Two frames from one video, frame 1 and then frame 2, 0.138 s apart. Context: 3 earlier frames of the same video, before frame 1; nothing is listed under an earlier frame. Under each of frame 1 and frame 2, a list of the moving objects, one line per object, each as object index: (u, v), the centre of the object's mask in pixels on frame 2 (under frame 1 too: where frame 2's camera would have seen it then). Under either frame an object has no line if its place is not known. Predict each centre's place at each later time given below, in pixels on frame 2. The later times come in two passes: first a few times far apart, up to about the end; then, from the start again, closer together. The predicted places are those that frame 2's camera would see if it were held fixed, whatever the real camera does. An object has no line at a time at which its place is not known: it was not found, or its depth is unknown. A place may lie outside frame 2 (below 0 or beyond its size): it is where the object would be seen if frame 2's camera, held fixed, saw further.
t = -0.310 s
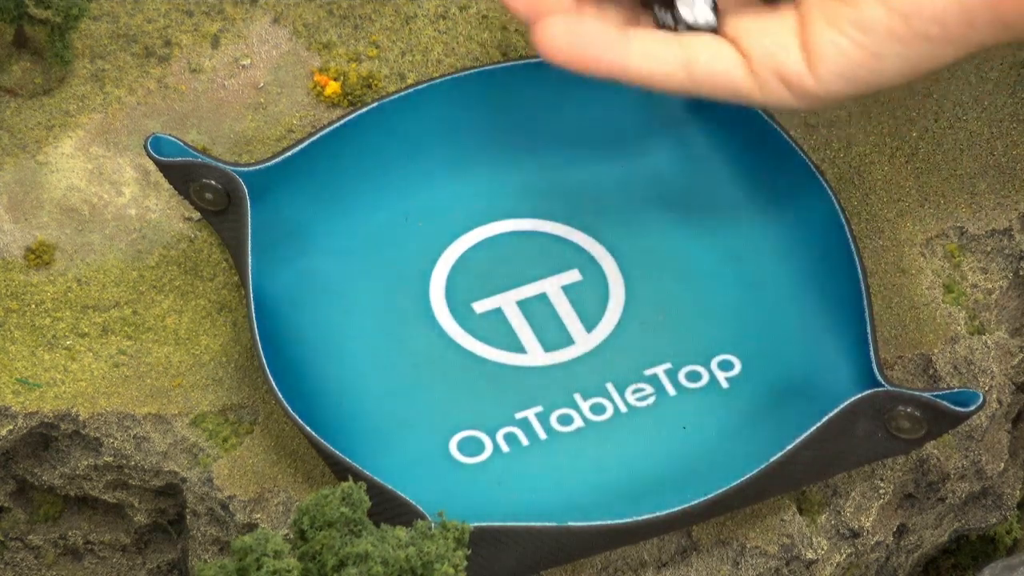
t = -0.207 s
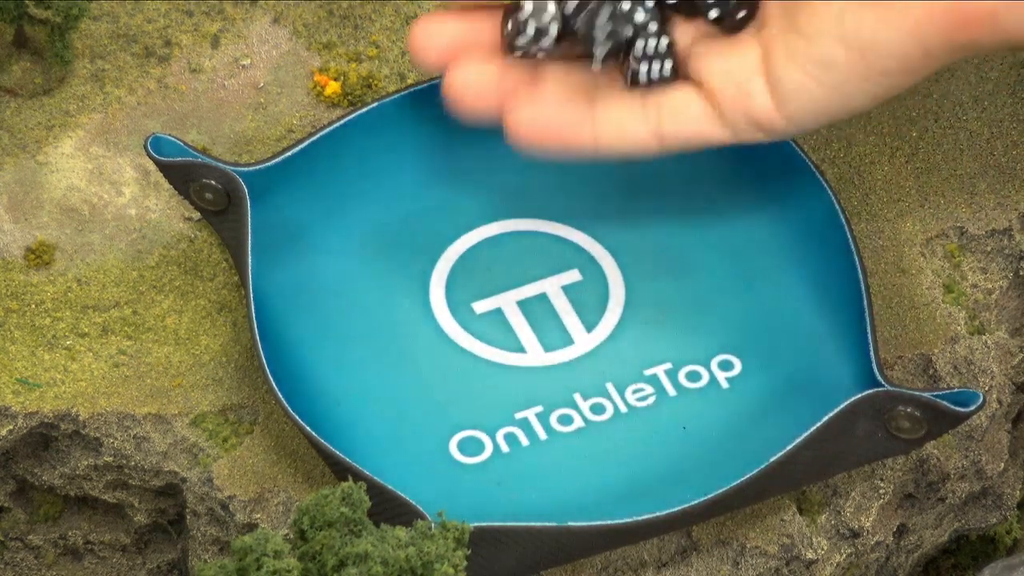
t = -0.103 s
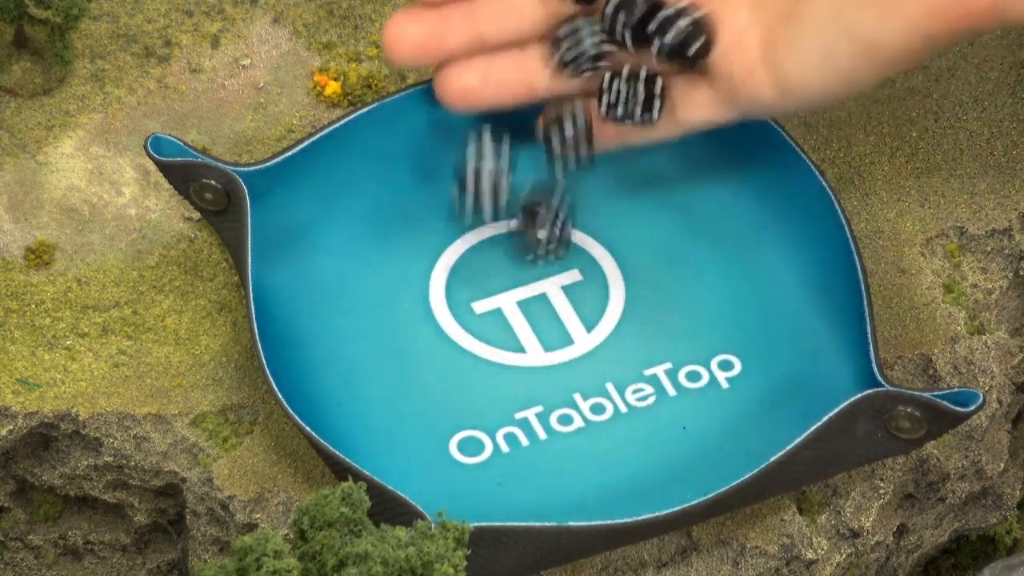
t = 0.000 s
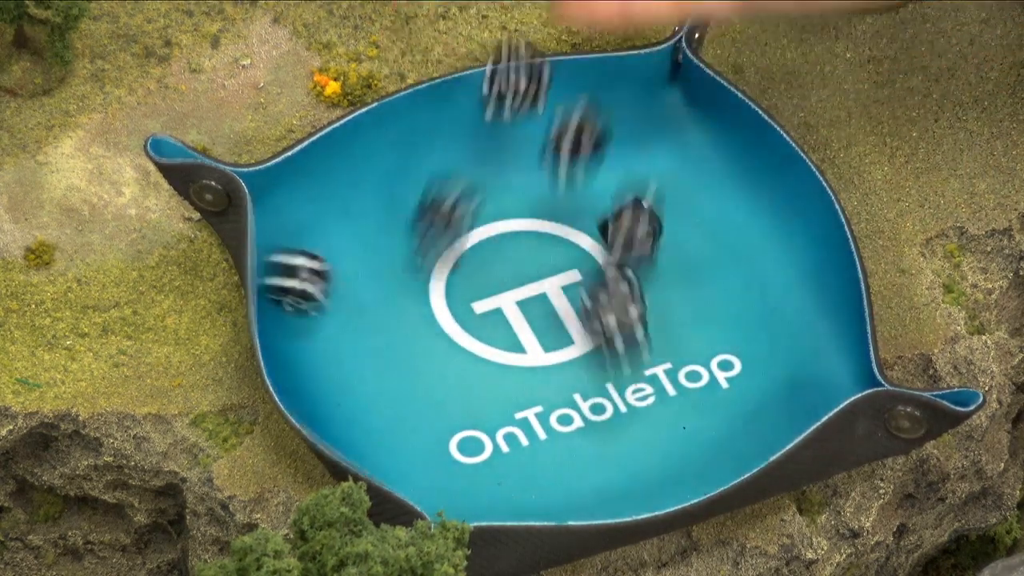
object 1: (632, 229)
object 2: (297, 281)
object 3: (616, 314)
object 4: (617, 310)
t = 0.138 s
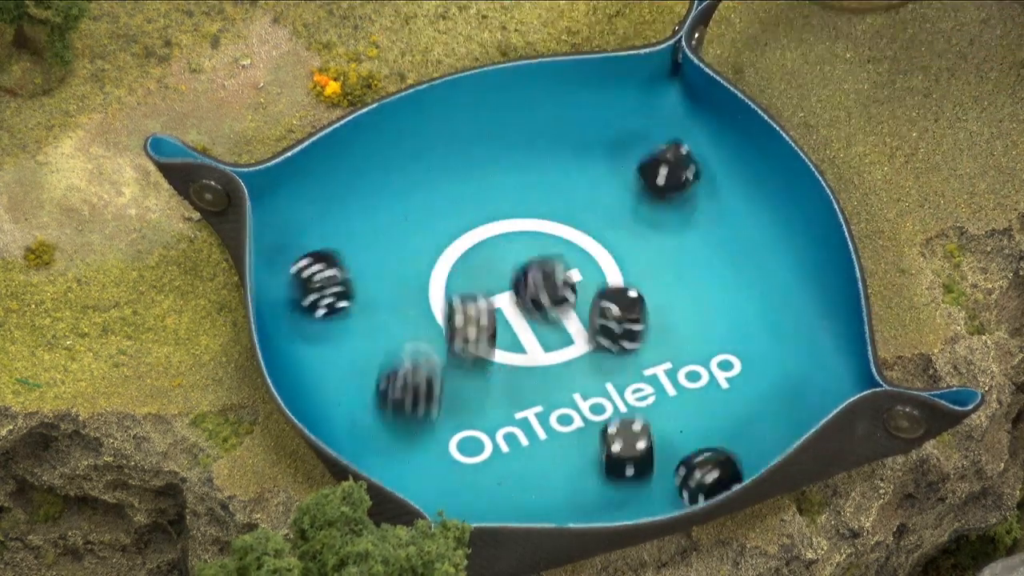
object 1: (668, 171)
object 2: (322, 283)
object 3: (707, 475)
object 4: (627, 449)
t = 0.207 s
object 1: (676, 153)
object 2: (355, 286)
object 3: (714, 460)
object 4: (626, 479)
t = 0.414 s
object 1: (673, 147)
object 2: (372, 286)
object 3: (779, 365)
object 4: (625, 481)
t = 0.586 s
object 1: (673, 147)
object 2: (372, 286)
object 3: (779, 365)
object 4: (625, 481)
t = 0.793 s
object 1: (673, 147)
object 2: (372, 285)
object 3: (779, 365)
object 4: (625, 481)
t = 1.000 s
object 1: (673, 147)
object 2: (372, 286)
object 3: (779, 364)
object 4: (625, 481)
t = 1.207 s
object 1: (673, 147)
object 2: (372, 286)
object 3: (779, 364)
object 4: (625, 481)
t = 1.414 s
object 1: (672, 147)
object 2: (372, 286)
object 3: (779, 364)
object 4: (625, 481)
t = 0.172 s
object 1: (676, 160)
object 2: (349, 286)
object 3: (712, 468)
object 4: (626, 472)
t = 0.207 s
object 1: (676, 153)
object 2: (355, 286)
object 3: (714, 460)
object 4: (626, 479)
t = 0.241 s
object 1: (673, 147)
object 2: (368, 287)
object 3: (717, 430)
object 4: (624, 482)
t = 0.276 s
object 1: (673, 147)
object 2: (372, 286)
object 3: (730, 402)
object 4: (625, 482)
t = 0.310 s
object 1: (672, 147)
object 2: (372, 286)
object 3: (748, 383)
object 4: (625, 482)
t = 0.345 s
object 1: (673, 147)
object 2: (372, 285)
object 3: (758, 376)
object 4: (625, 482)
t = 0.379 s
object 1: (673, 147)
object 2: (372, 286)
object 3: (773, 369)
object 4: (625, 481)
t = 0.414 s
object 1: (673, 147)
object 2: (372, 286)
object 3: (779, 365)
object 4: (625, 481)
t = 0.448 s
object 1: (673, 147)
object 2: (372, 286)
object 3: (780, 365)
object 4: (625, 482)
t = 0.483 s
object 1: (672, 147)
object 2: (372, 285)
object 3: (779, 365)
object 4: (625, 481)
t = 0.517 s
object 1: (672, 147)
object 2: (372, 286)
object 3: (779, 365)
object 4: (625, 482)
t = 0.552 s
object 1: (673, 147)
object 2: (372, 286)
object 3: (779, 365)
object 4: (625, 481)
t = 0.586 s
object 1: (673, 147)
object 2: (372, 286)
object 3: (779, 365)
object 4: (625, 481)
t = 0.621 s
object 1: (673, 147)
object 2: (372, 286)
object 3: (779, 365)
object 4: (625, 481)
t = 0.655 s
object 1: (673, 147)
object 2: (372, 286)
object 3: (779, 365)
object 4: (625, 481)
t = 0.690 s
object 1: (673, 147)
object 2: (372, 286)
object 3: (779, 365)
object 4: (625, 481)
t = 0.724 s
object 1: (673, 147)
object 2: (372, 286)
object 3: (779, 365)
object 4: (625, 481)
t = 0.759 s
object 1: (673, 147)
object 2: (372, 286)
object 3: (779, 365)
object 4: (625, 481)
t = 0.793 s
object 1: (673, 147)
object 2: (372, 285)
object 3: (779, 365)
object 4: (625, 481)
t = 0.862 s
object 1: (673, 147)
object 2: (372, 286)
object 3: (779, 365)
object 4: (625, 481)
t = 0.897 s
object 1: (673, 147)
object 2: (372, 286)
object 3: (779, 365)
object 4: (625, 481)
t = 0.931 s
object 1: (673, 147)
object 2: (372, 286)
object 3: (779, 365)
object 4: (625, 481)
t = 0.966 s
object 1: (673, 147)
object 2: (372, 286)
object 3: (779, 364)
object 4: (625, 481)
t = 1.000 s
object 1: (673, 147)
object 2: (372, 286)
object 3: (779, 364)
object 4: (625, 481)
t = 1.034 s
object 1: (673, 147)
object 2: (372, 285)
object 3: (779, 364)
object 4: (625, 481)
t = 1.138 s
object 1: (673, 147)
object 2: (372, 286)
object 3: (779, 364)
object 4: (625, 481)
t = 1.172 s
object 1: (673, 147)
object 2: (372, 286)
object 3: (779, 364)
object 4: (625, 481)
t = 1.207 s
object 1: (673, 147)
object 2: (372, 286)
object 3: (779, 364)
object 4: (625, 481)
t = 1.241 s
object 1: (673, 147)
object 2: (372, 286)
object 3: (779, 364)
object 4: (625, 481)
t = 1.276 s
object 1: (673, 147)
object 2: (372, 286)
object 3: (779, 364)
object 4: (625, 481)
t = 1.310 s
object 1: (672, 147)
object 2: (372, 286)
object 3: (779, 364)
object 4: (625, 481)
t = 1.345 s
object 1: (673, 147)
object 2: (372, 286)
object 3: (779, 364)
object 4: (625, 481)
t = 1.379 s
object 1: (673, 147)
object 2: (372, 286)
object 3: (779, 365)
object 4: (625, 481)
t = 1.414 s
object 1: (672, 147)
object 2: (372, 286)
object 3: (779, 364)
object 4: (625, 481)
